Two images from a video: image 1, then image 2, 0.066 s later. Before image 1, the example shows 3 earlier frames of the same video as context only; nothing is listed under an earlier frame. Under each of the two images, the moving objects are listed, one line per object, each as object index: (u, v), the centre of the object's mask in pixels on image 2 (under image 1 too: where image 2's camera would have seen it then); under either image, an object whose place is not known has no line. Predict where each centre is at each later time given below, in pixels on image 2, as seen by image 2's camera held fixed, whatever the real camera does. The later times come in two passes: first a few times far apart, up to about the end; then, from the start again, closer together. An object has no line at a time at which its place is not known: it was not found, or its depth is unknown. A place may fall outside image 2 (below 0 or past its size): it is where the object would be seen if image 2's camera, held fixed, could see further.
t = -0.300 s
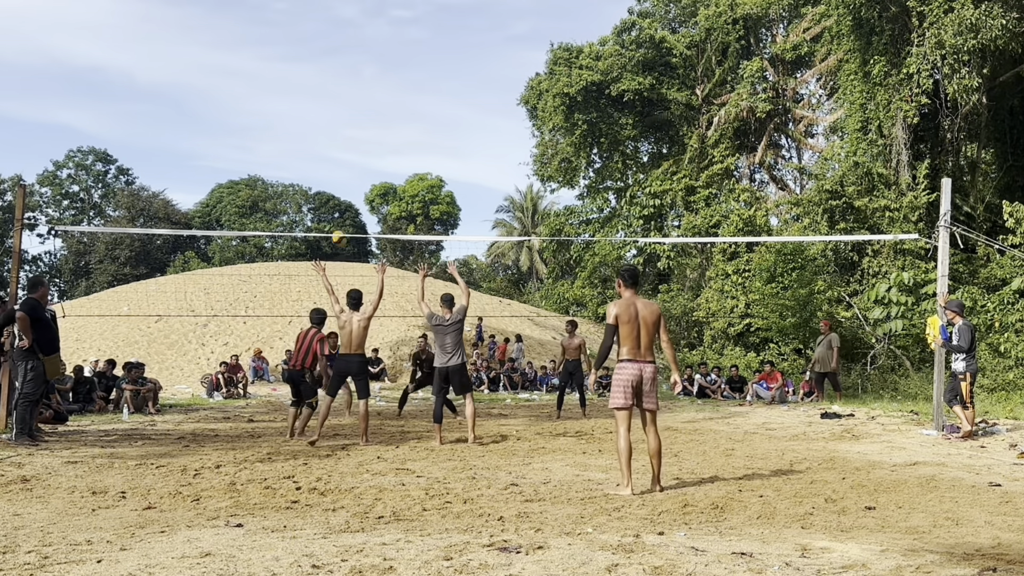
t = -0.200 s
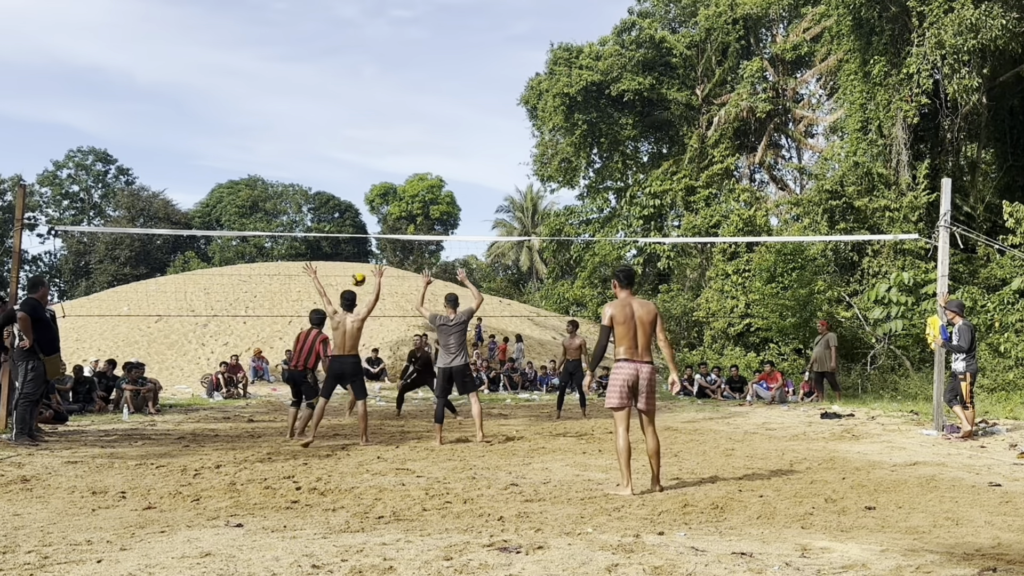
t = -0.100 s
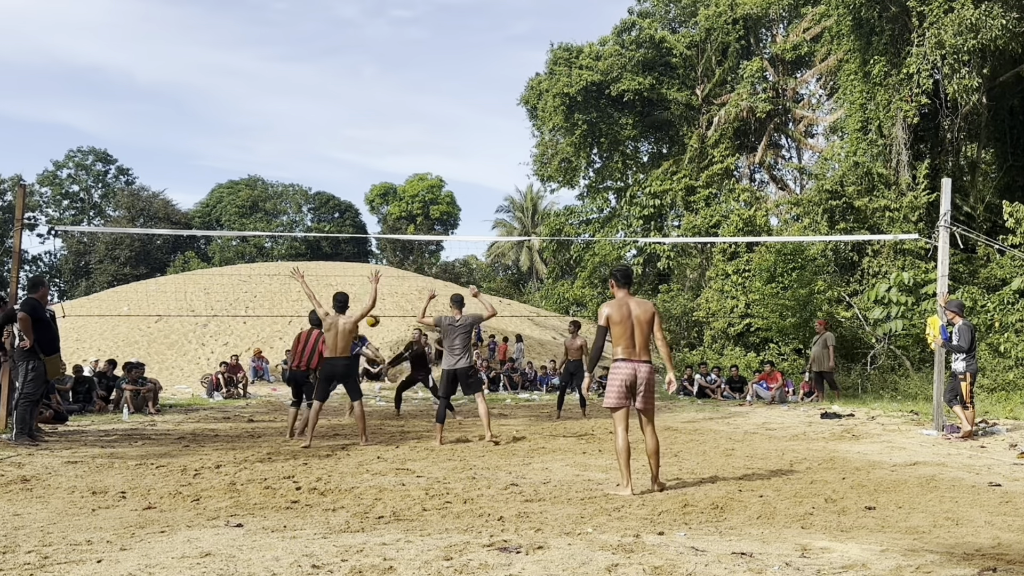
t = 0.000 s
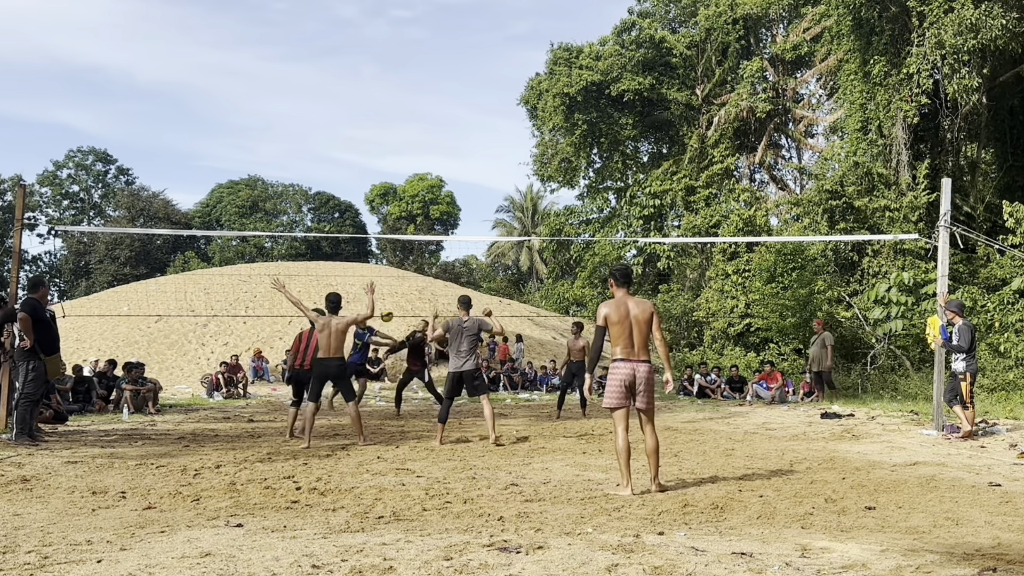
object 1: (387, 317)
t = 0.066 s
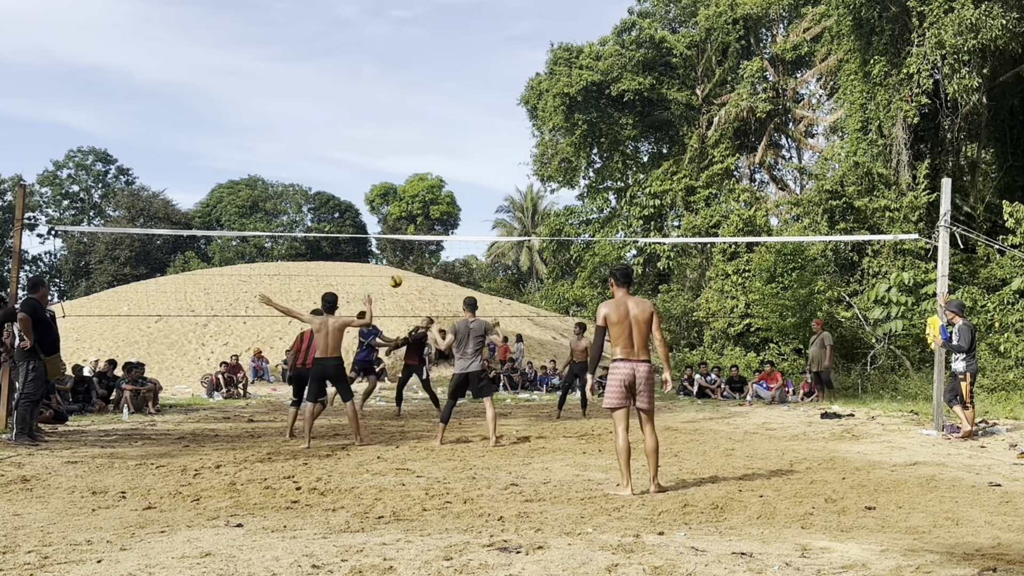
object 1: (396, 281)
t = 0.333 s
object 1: (432, 169)
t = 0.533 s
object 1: (461, 111)
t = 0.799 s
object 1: (502, 71)
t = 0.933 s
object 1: (523, 67)
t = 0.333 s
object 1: (432, 169)
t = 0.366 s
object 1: (436, 157)
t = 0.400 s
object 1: (441, 147)
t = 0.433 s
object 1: (446, 137)
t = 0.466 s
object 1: (451, 128)
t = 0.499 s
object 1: (456, 119)
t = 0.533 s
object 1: (461, 111)
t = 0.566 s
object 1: (466, 104)
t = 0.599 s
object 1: (471, 97)
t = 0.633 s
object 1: (476, 91)
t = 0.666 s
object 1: (481, 86)
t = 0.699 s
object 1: (486, 81)
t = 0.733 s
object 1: (491, 77)
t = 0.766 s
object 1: (496, 74)
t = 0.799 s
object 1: (502, 71)
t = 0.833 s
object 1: (507, 69)
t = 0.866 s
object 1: (512, 68)
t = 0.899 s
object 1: (518, 67)
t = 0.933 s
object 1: (523, 67)
